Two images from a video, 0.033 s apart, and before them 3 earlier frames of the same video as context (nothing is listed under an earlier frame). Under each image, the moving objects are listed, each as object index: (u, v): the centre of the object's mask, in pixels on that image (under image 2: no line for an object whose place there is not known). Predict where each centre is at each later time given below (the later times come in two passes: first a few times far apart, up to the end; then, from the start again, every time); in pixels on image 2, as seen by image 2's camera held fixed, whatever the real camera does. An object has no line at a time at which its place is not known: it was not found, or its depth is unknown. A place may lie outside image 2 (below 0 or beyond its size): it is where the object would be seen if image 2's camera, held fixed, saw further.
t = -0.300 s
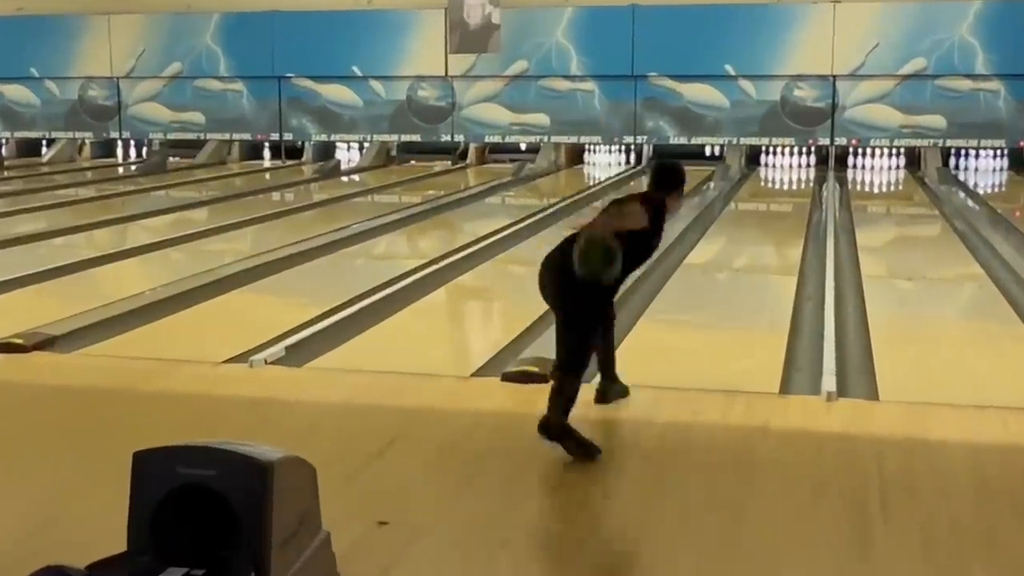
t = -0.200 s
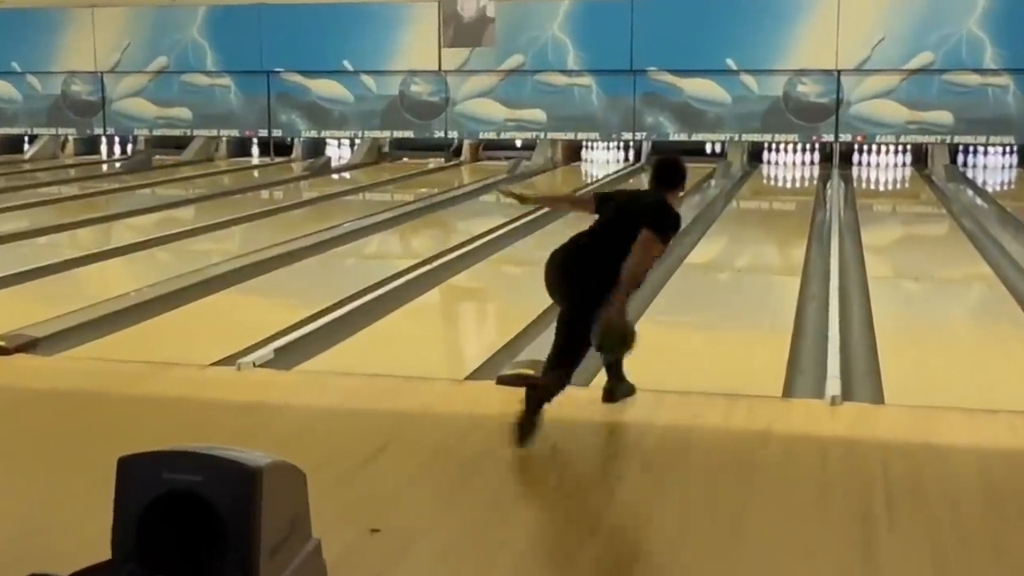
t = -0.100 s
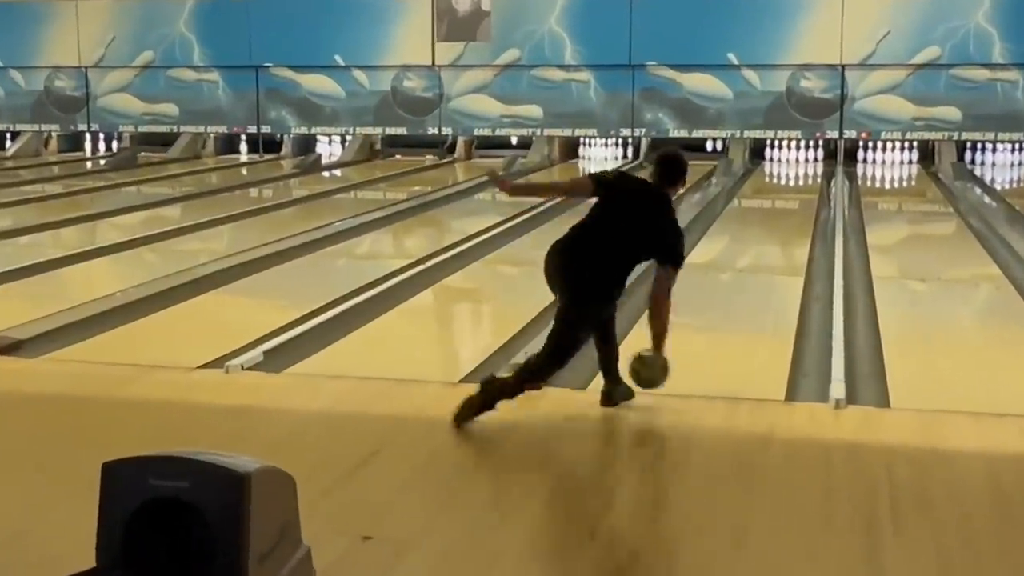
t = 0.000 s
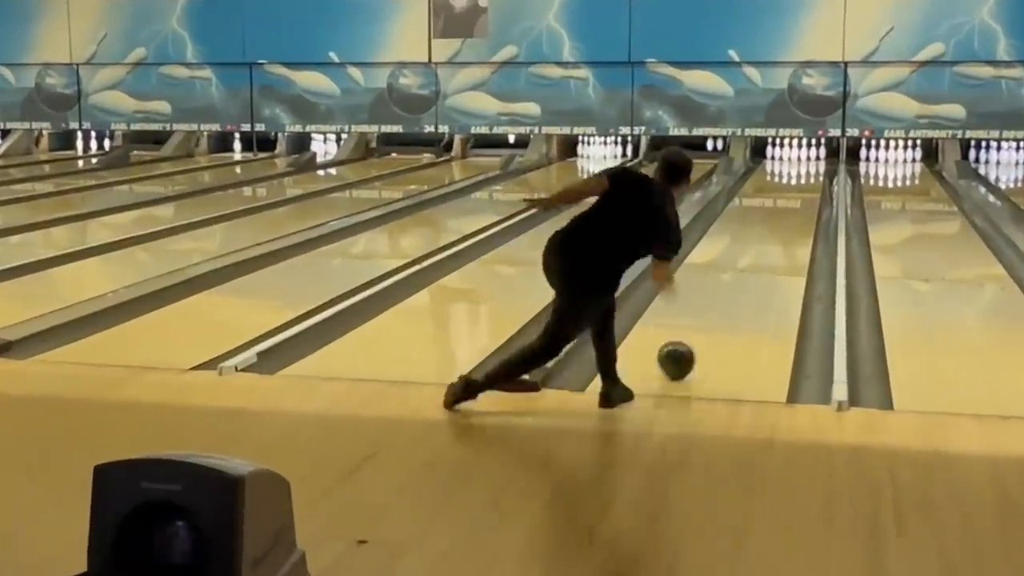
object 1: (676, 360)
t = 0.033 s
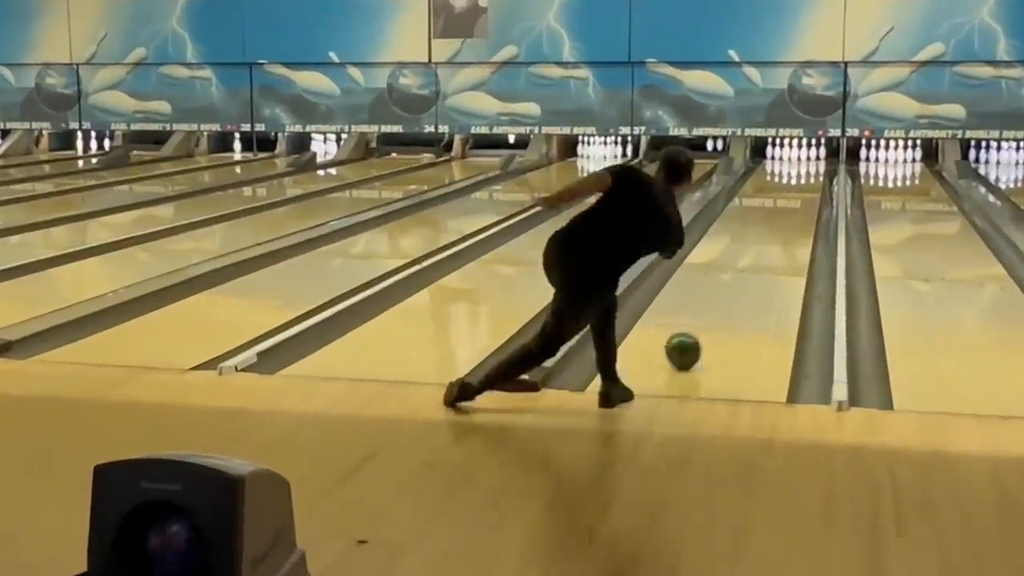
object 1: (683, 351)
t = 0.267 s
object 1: (720, 299)
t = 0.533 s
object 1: (750, 259)
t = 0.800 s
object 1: (771, 231)
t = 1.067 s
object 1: (786, 209)
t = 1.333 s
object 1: (798, 193)
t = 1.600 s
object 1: (805, 181)
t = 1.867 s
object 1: (808, 170)
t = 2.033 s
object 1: (807, 164)
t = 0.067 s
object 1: (689, 342)
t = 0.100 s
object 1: (695, 334)
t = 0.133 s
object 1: (701, 326)
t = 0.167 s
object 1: (706, 319)
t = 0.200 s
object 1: (711, 312)
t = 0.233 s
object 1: (716, 305)
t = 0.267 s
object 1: (720, 299)
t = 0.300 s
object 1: (725, 293)
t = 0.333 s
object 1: (729, 287)
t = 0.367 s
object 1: (733, 282)
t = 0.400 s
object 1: (737, 277)
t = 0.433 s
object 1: (740, 272)
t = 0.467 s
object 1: (744, 267)
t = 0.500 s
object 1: (747, 263)
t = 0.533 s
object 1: (750, 259)
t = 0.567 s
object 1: (753, 255)
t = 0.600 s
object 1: (756, 251)
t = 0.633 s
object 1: (759, 247)
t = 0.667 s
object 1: (761, 244)
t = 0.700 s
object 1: (764, 240)
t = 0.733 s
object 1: (767, 237)
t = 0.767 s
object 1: (769, 234)
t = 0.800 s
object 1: (771, 231)
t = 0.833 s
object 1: (773, 228)
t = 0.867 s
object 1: (776, 225)
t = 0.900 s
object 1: (777, 222)
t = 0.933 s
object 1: (779, 219)
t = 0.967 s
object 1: (782, 217)
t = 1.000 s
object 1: (783, 214)
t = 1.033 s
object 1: (785, 212)
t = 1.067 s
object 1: (786, 209)
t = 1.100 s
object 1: (788, 207)
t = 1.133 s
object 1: (789, 205)
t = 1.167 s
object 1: (791, 203)
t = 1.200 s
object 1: (793, 201)
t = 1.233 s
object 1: (794, 199)
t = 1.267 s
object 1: (795, 197)
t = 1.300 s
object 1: (797, 196)
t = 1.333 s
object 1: (798, 193)
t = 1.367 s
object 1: (799, 192)
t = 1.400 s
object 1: (800, 190)
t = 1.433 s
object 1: (801, 188)
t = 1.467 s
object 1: (802, 187)
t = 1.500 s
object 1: (803, 185)
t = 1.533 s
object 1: (804, 184)
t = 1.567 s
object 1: (805, 182)
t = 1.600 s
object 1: (805, 181)
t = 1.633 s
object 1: (807, 179)
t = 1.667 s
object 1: (807, 177)
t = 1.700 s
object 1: (808, 176)
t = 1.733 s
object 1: (808, 175)
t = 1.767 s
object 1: (808, 173)
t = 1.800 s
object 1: (808, 172)
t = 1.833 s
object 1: (808, 171)
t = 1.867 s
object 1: (808, 170)
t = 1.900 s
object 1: (808, 168)
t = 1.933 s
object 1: (808, 167)
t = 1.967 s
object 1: (808, 166)
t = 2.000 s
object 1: (807, 165)
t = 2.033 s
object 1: (807, 164)
